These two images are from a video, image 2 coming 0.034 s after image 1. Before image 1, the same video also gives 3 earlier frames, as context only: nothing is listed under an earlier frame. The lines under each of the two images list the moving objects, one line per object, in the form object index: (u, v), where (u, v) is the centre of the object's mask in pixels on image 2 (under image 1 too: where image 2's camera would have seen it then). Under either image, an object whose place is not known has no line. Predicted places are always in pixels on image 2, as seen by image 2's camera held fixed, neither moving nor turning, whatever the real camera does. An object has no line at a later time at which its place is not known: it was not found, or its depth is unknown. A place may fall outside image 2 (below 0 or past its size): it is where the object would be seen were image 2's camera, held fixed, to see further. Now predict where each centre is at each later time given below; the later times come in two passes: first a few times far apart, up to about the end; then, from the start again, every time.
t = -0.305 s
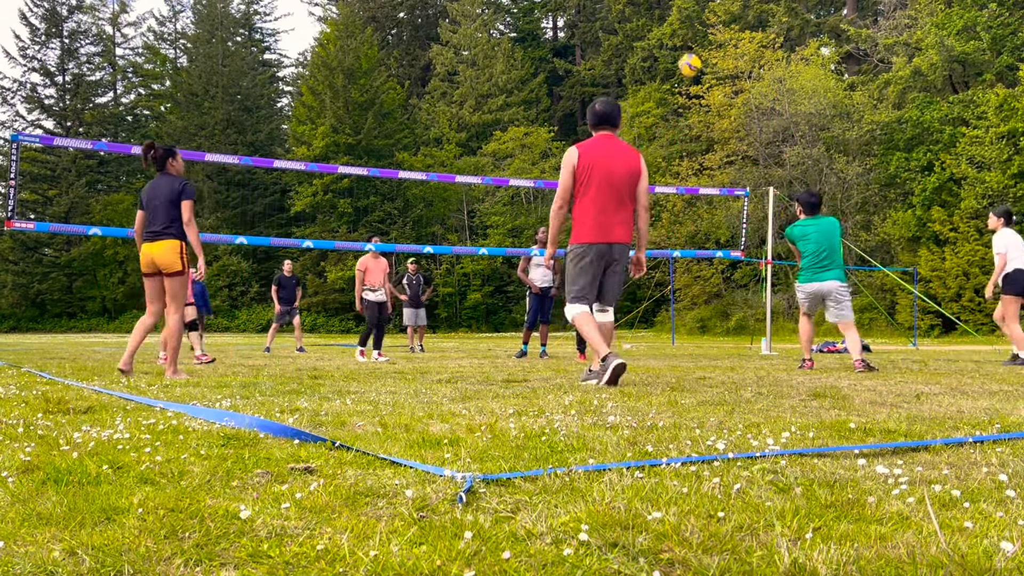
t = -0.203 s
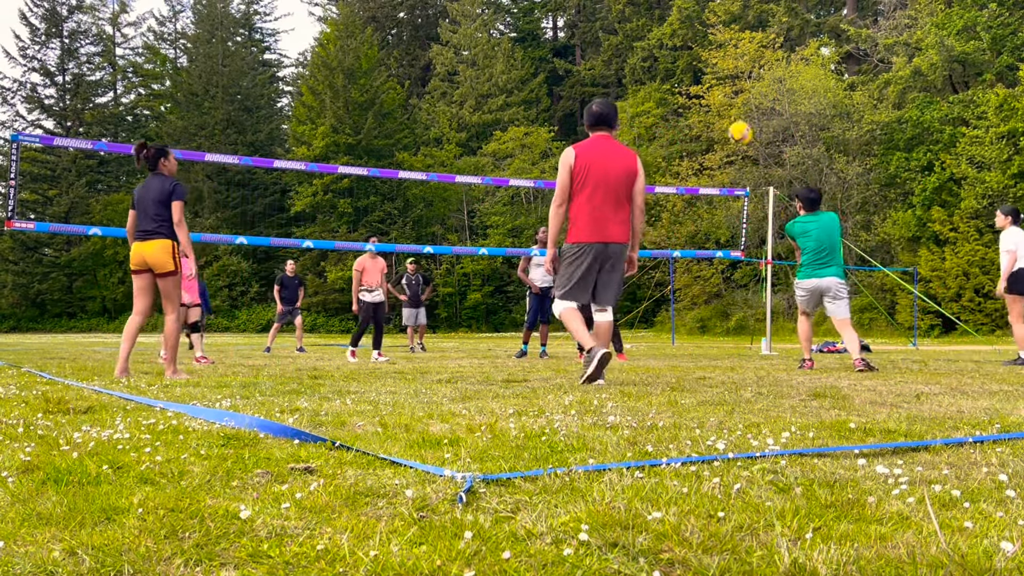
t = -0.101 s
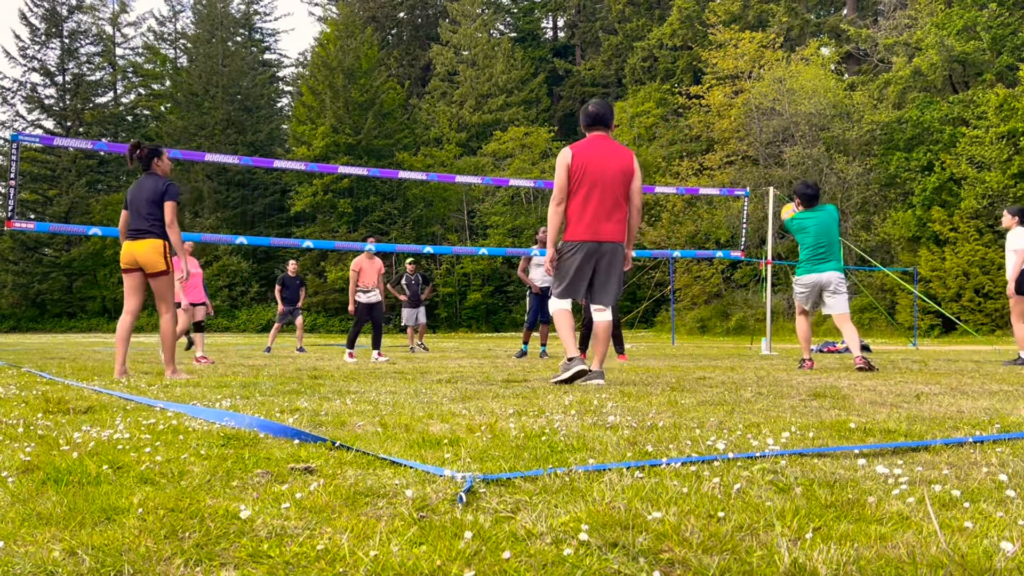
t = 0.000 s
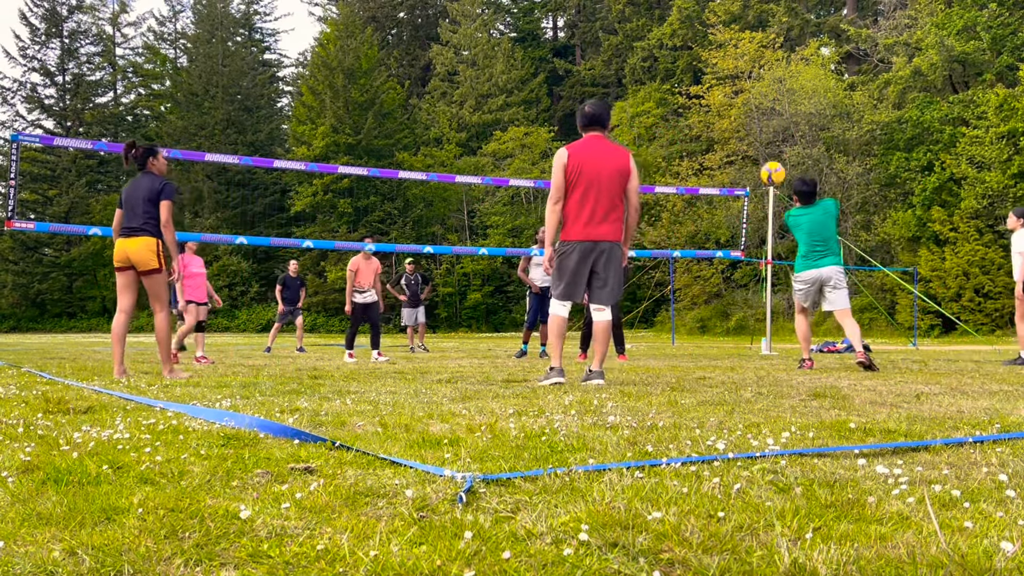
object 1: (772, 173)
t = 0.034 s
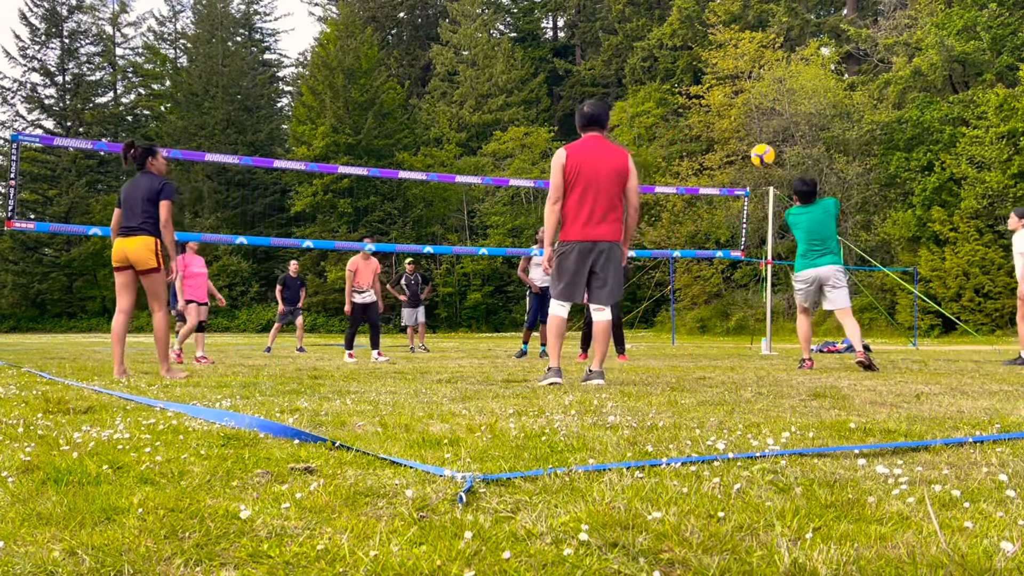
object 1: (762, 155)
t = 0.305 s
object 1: (686, 64)
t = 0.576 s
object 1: (623, 51)
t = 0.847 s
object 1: (569, 99)
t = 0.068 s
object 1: (752, 139)
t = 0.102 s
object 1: (742, 124)
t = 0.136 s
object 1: (732, 110)
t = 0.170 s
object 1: (723, 98)
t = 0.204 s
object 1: (713, 88)
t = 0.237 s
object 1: (704, 78)
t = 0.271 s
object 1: (695, 71)
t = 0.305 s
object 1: (686, 64)
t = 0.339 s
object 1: (678, 58)
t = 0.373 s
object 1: (669, 54)
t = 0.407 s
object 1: (661, 51)
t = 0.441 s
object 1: (653, 49)
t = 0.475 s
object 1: (645, 48)
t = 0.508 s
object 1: (638, 48)
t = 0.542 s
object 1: (631, 49)
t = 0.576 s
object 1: (623, 51)
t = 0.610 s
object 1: (616, 54)
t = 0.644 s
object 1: (609, 58)
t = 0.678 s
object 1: (602, 63)
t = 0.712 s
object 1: (595, 68)
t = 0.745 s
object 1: (588, 75)
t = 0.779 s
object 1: (582, 82)
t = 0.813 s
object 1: (575, 91)
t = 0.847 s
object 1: (569, 99)
